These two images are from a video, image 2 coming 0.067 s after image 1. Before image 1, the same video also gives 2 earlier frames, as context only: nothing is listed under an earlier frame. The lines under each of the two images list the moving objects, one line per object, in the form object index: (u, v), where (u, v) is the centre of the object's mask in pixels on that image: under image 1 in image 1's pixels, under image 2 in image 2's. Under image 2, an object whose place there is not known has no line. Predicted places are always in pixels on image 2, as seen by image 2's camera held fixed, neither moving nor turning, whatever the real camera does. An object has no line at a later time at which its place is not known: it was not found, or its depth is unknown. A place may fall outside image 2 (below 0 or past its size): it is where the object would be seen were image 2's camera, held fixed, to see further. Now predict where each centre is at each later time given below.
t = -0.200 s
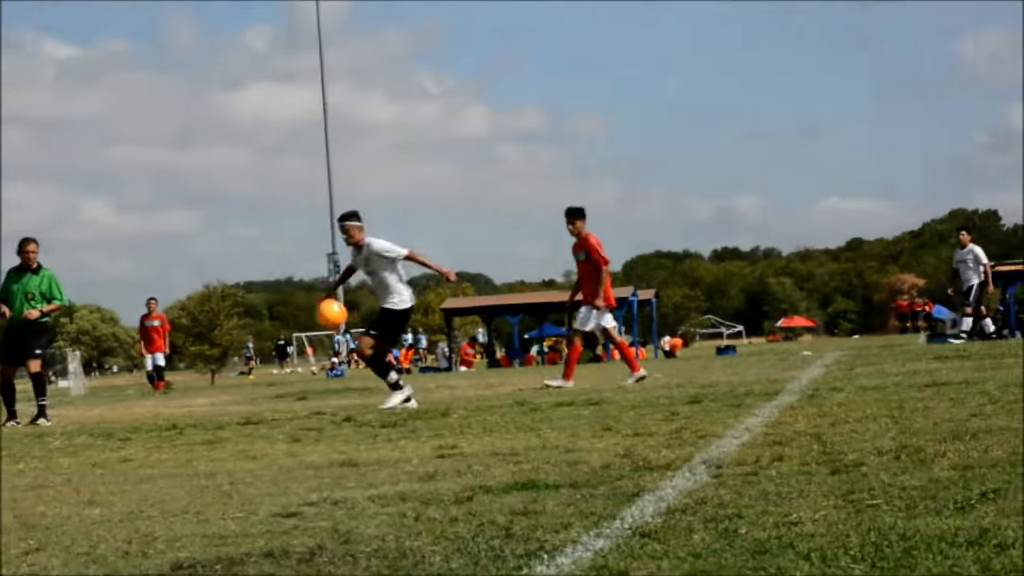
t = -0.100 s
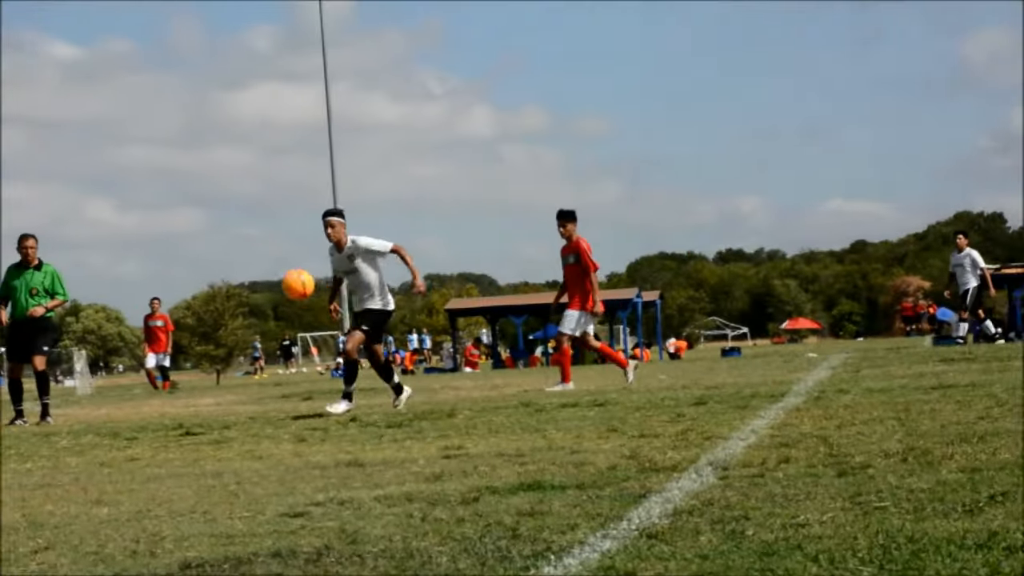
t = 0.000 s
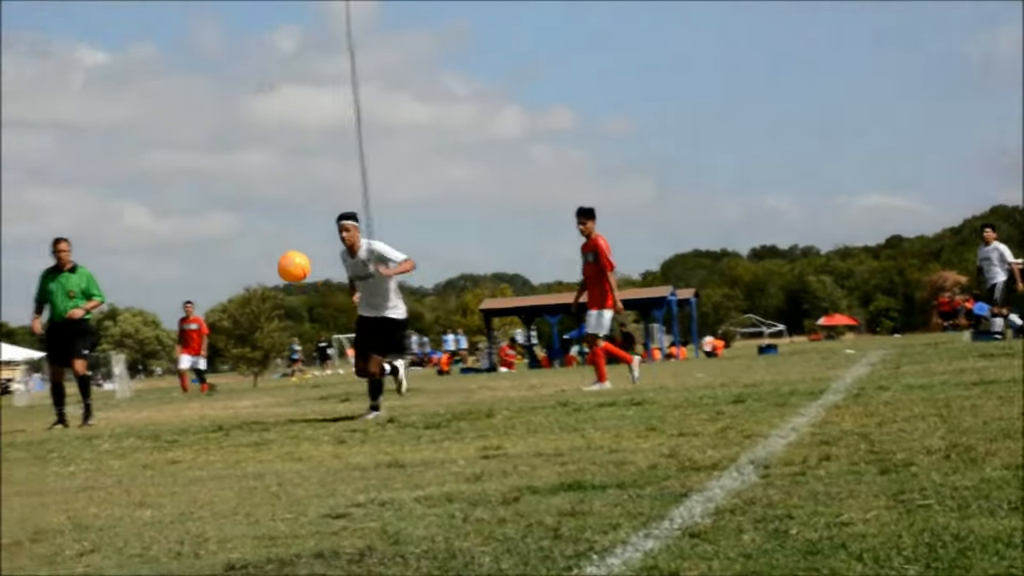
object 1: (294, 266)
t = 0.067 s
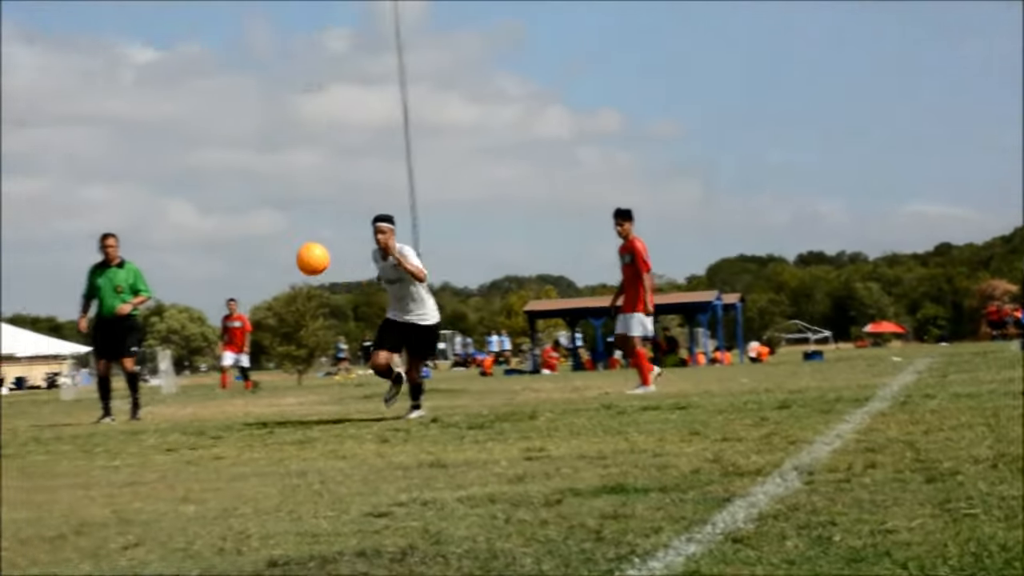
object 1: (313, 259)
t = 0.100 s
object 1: (301, 257)
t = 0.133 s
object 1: (289, 257)
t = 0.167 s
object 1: (276, 258)
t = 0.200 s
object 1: (262, 262)
